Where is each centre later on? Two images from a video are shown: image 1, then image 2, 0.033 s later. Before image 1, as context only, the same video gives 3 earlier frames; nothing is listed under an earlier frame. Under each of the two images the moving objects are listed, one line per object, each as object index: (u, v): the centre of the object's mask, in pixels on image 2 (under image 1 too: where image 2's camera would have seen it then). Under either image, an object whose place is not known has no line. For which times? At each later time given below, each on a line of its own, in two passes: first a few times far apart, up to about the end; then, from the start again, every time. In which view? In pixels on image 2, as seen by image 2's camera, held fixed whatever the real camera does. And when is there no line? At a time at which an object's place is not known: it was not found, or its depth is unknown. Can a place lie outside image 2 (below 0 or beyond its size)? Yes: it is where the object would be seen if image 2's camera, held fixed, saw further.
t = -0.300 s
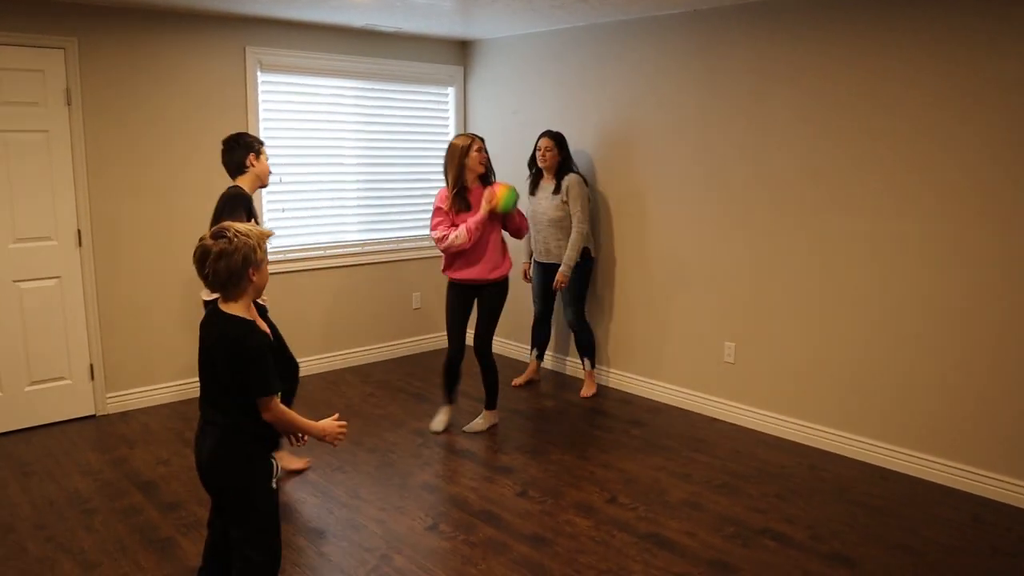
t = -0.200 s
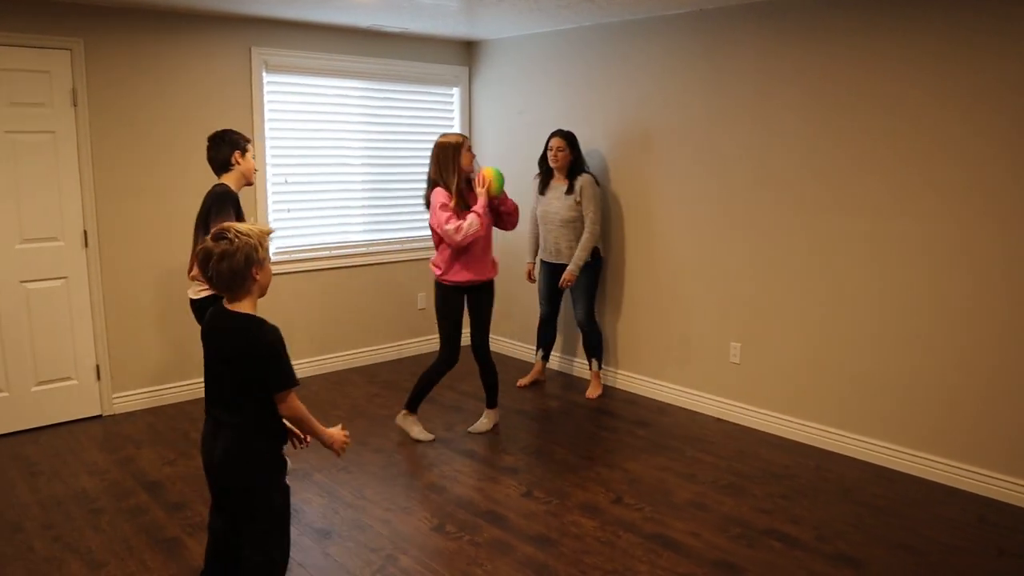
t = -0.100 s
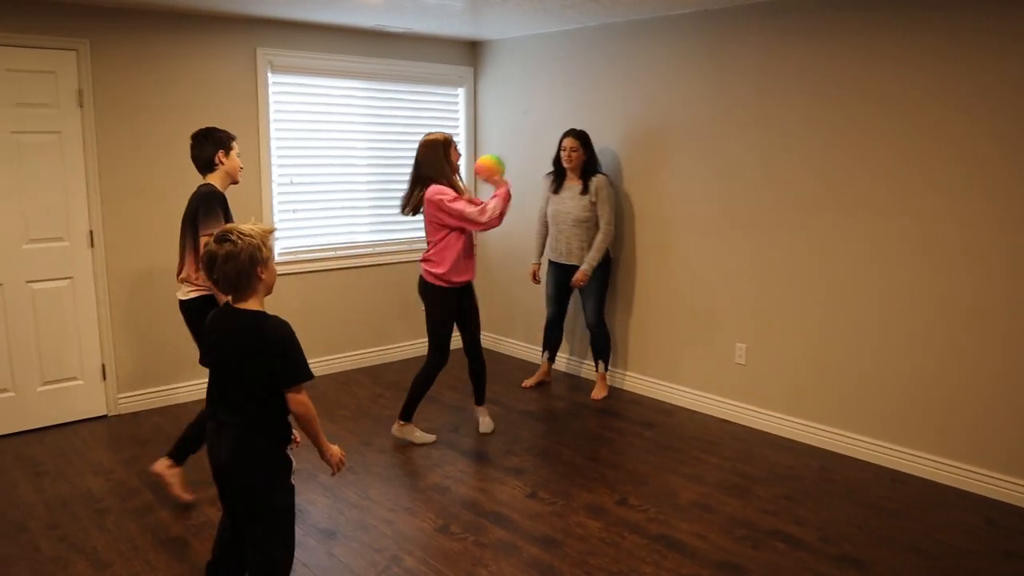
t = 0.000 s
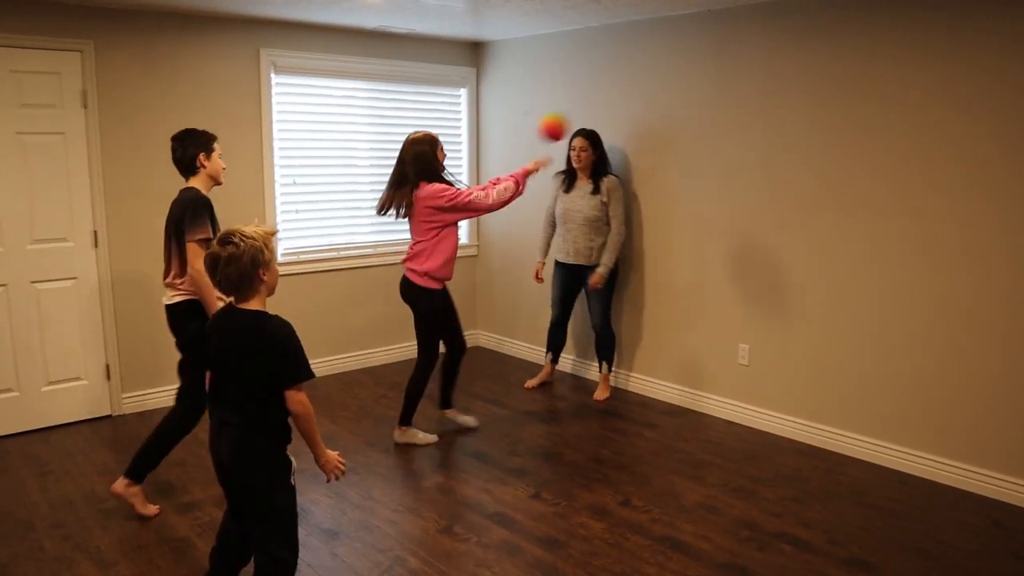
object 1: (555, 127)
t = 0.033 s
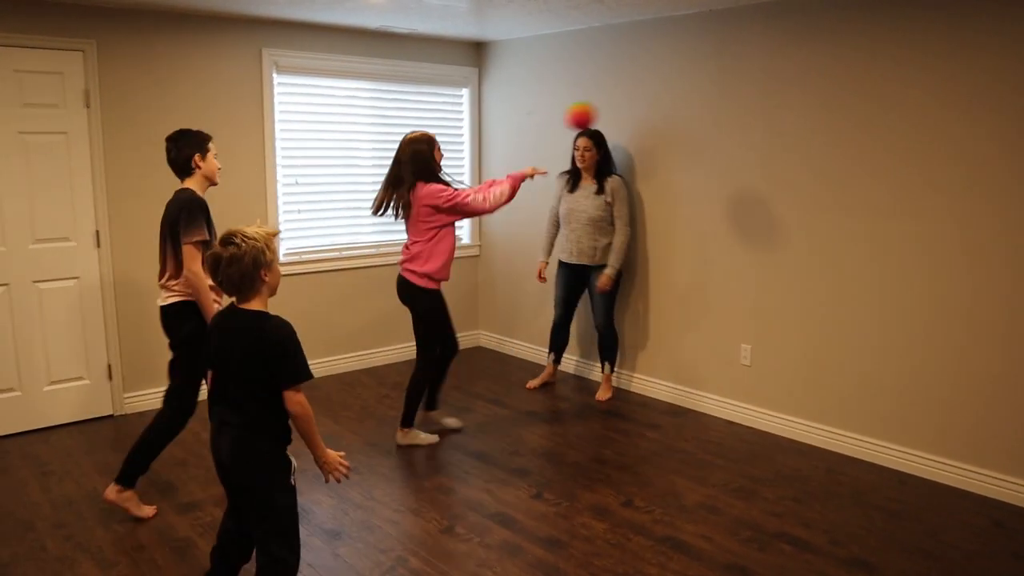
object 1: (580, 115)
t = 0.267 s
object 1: (712, 97)
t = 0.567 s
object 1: (645, 227)
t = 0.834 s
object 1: (566, 508)
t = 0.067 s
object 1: (606, 107)
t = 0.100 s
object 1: (630, 100)
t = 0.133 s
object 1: (652, 96)
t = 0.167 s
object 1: (676, 94)
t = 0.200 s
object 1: (698, 93)
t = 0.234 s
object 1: (717, 95)
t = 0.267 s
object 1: (712, 97)
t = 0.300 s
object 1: (707, 101)
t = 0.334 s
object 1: (701, 107)
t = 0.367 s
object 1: (695, 116)
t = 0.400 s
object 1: (688, 128)
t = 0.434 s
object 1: (681, 141)
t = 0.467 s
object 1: (673, 158)
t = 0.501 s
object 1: (664, 177)
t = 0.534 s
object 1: (654, 201)
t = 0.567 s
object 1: (645, 227)
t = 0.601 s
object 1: (637, 257)
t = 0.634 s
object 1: (627, 292)
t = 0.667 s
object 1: (618, 331)
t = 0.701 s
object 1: (608, 371)
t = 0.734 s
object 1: (597, 419)
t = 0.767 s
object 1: (586, 468)
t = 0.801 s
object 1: (575, 522)
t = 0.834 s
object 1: (566, 508)
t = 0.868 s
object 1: (558, 479)
